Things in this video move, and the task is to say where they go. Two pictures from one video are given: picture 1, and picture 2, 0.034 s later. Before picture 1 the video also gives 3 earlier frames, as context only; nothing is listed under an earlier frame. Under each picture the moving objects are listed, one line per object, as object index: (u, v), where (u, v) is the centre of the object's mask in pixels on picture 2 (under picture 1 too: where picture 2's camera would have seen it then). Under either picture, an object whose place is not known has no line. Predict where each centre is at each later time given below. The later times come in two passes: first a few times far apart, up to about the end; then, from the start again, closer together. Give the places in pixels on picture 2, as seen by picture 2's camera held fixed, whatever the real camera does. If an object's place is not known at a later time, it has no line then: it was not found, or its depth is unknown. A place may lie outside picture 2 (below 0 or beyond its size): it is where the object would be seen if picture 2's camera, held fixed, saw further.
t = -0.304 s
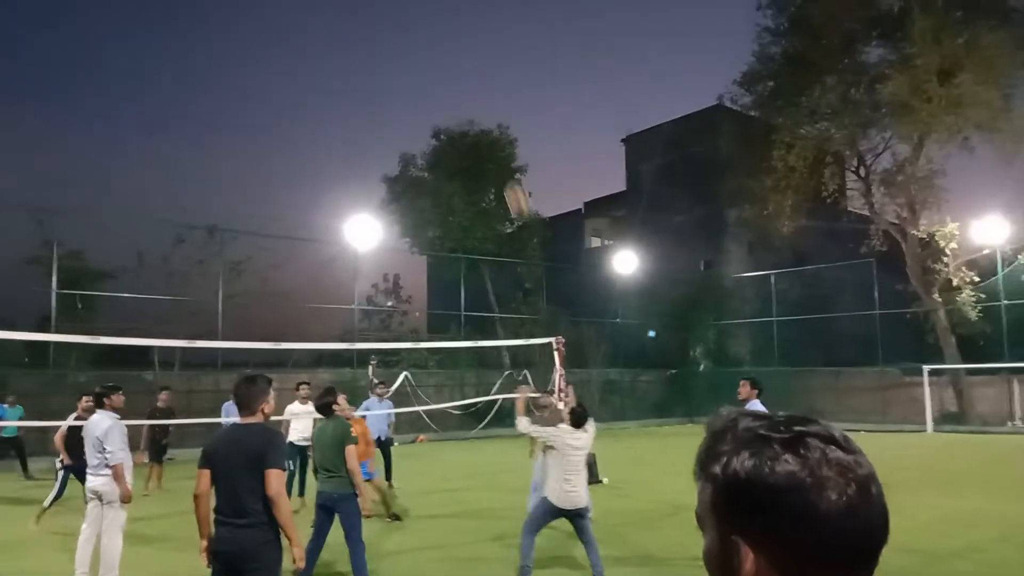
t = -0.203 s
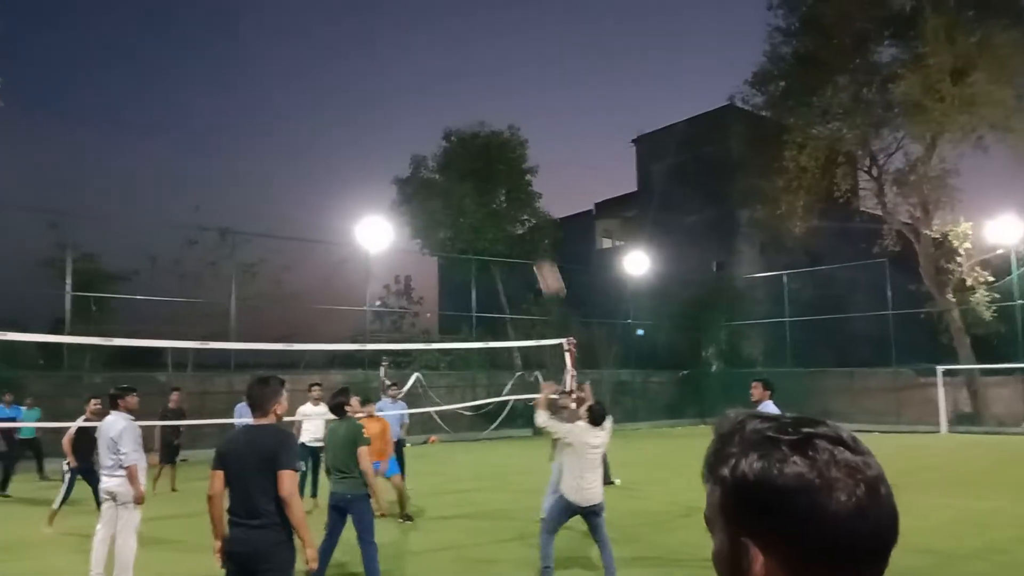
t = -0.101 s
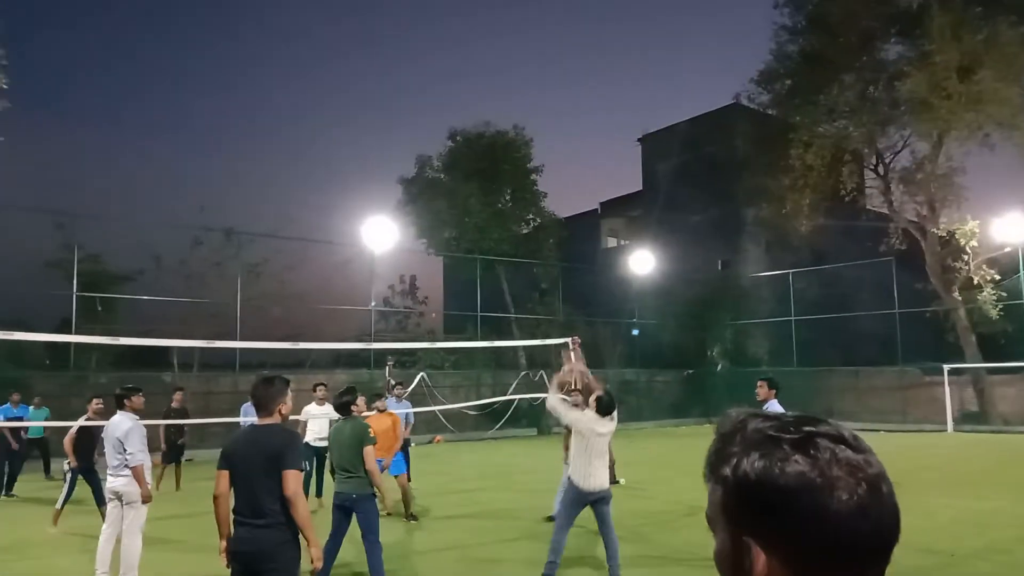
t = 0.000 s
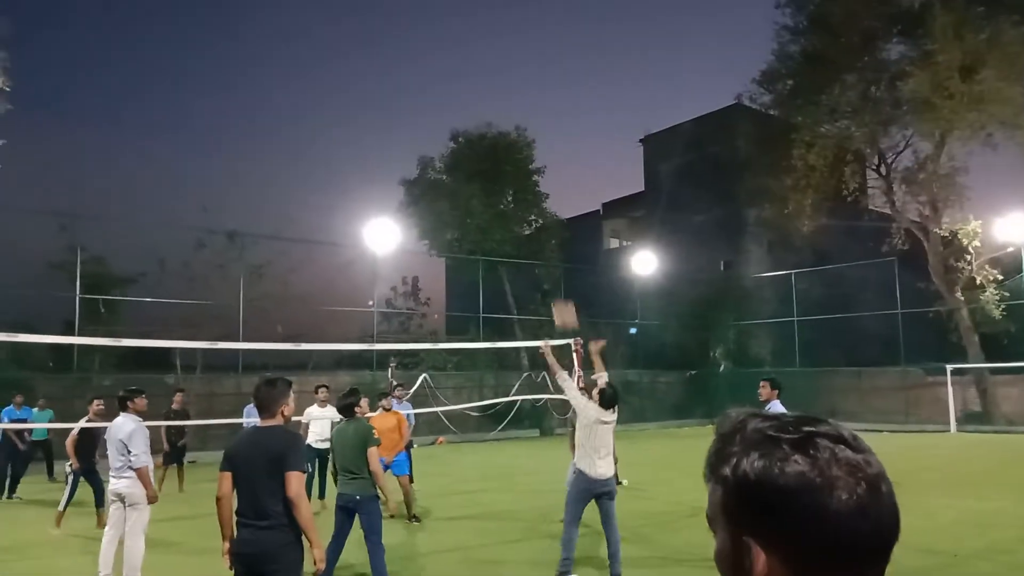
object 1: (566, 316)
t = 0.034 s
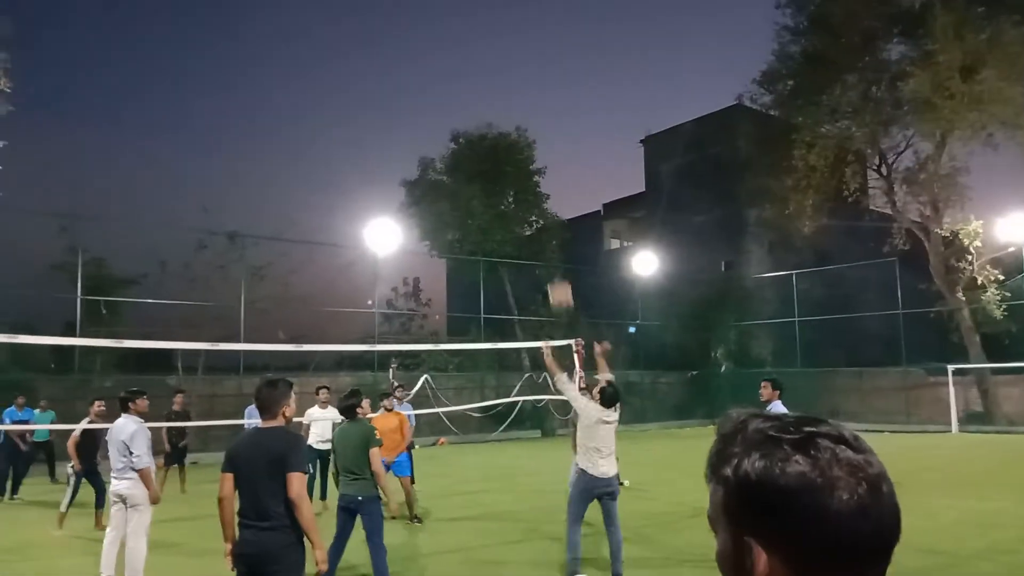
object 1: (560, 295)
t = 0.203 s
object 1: (536, 212)
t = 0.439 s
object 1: (511, 154)
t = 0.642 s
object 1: (493, 148)
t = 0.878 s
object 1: (475, 185)
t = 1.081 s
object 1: (462, 250)
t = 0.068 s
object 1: (555, 275)
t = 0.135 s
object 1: (545, 241)
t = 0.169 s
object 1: (541, 225)
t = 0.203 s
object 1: (536, 212)
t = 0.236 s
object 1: (532, 200)
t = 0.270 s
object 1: (529, 189)
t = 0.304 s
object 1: (525, 179)
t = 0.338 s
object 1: (521, 171)
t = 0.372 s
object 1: (517, 164)
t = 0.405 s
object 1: (514, 159)
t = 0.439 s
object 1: (511, 154)
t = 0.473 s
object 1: (508, 150)
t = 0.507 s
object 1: (505, 148)
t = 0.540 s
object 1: (501, 147)
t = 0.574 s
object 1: (499, 146)
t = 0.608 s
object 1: (496, 147)
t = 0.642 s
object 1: (493, 148)
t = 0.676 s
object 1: (491, 150)
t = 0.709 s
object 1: (488, 154)
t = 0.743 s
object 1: (485, 159)
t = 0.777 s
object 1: (482, 164)
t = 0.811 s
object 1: (480, 169)
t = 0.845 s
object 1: (478, 177)
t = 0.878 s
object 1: (475, 185)
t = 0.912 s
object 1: (473, 193)
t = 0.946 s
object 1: (471, 202)
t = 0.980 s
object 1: (469, 213)
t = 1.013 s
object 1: (466, 225)
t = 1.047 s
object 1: (465, 237)
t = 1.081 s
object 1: (462, 250)
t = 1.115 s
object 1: (460, 263)
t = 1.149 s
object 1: (458, 277)
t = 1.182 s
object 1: (456, 292)
